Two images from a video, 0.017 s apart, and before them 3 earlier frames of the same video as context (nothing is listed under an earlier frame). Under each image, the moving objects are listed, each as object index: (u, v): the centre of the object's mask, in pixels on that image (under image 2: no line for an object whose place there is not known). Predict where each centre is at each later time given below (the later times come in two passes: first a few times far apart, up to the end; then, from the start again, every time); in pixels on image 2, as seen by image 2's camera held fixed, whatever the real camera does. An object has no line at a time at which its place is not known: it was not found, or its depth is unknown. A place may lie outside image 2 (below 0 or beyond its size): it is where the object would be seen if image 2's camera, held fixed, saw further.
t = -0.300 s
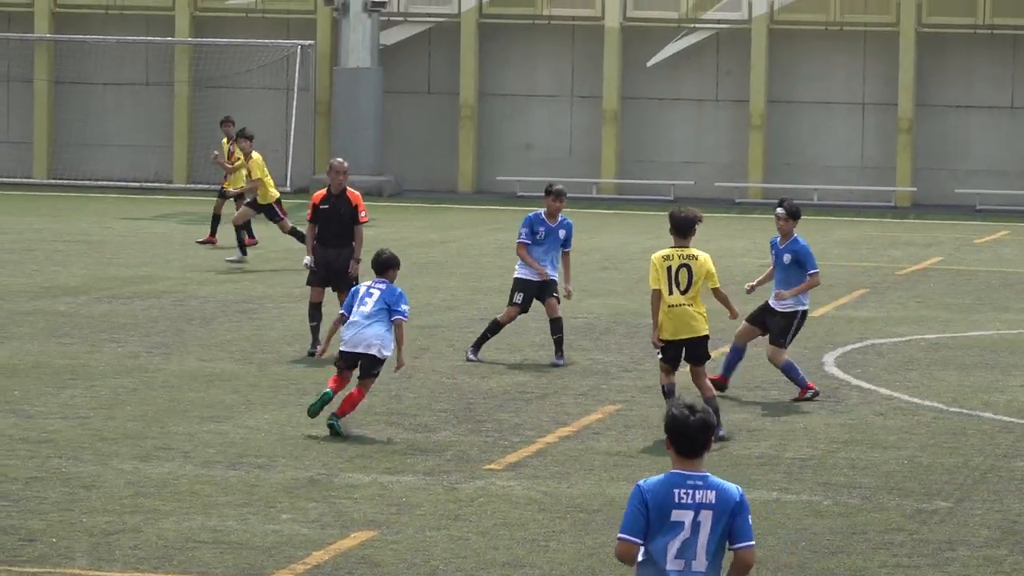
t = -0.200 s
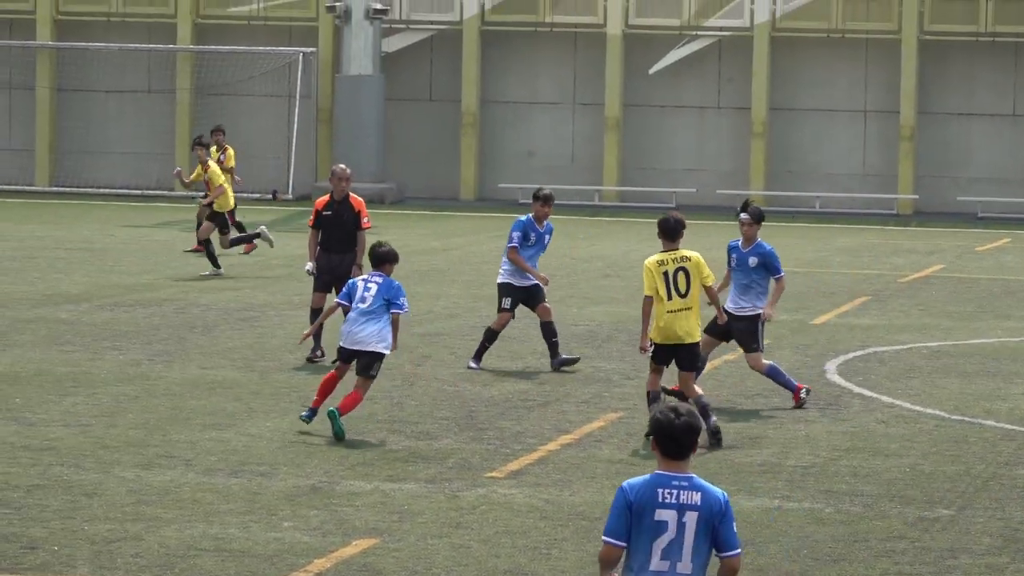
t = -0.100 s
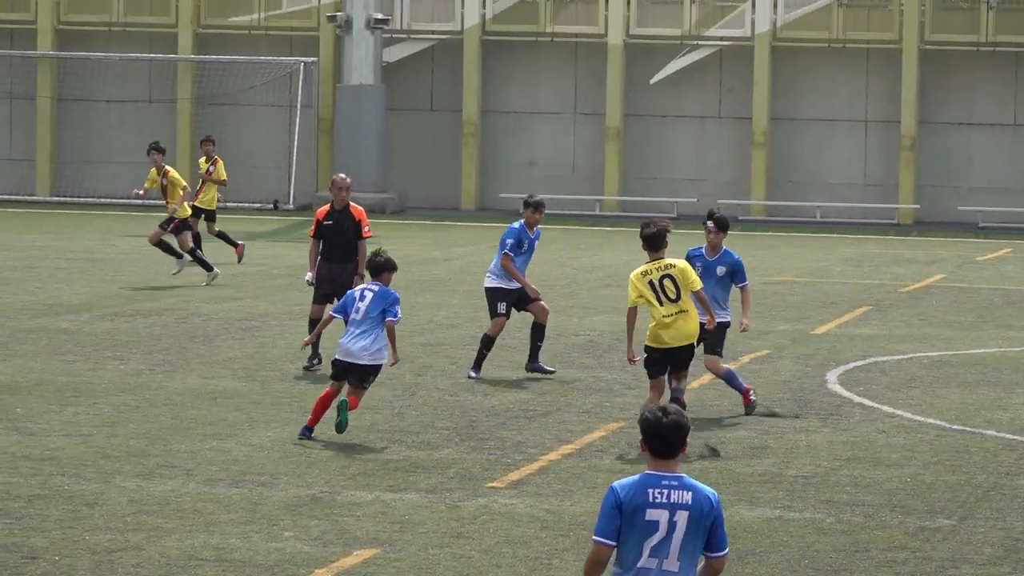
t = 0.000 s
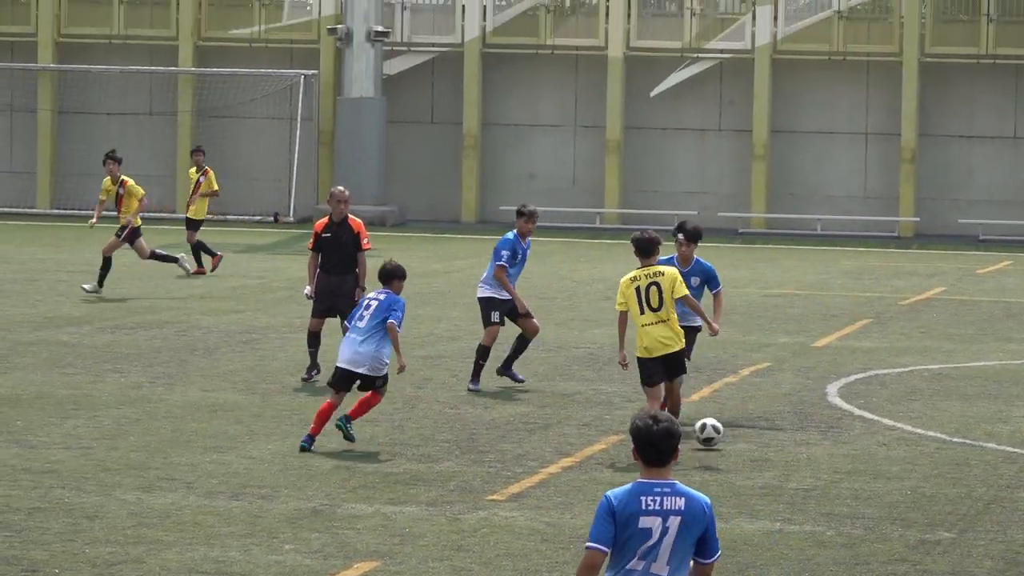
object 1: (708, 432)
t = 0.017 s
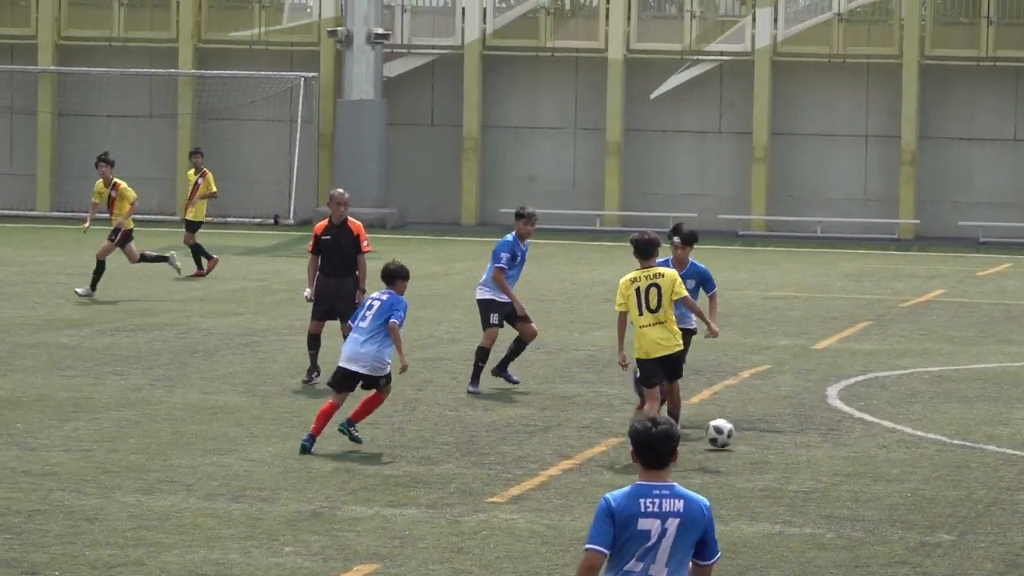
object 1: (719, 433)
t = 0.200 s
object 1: (832, 420)
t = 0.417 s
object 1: (934, 405)
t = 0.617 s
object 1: (1011, 396)
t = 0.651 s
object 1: (1023, 393)
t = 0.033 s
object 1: (731, 433)
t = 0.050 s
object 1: (742, 432)
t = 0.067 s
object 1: (753, 431)
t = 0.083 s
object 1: (763, 428)
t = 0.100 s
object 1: (773, 426)
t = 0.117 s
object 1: (783, 424)
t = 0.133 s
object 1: (793, 423)
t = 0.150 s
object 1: (803, 422)
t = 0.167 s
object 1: (812, 421)
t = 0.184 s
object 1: (822, 420)
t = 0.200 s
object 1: (832, 420)
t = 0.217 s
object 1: (840, 418)
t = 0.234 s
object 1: (848, 415)
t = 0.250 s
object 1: (857, 413)
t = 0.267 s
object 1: (865, 412)
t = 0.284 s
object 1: (873, 411)
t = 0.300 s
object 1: (881, 410)
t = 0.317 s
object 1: (889, 410)
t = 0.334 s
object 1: (898, 409)
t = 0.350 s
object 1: (906, 410)
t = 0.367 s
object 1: (914, 410)
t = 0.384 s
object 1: (922, 409)
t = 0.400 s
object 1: (928, 407)
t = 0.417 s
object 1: (934, 405)
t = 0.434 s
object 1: (941, 404)
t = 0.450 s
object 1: (948, 402)
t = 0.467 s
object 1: (954, 402)
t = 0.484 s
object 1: (961, 401)
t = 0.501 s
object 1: (968, 401)
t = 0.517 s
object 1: (974, 401)
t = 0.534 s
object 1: (981, 402)
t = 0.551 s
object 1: (988, 402)
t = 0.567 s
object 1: (994, 402)
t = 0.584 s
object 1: (1000, 400)
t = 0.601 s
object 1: (1005, 398)
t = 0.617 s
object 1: (1011, 396)
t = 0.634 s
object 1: (1017, 395)
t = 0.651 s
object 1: (1023, 393)
